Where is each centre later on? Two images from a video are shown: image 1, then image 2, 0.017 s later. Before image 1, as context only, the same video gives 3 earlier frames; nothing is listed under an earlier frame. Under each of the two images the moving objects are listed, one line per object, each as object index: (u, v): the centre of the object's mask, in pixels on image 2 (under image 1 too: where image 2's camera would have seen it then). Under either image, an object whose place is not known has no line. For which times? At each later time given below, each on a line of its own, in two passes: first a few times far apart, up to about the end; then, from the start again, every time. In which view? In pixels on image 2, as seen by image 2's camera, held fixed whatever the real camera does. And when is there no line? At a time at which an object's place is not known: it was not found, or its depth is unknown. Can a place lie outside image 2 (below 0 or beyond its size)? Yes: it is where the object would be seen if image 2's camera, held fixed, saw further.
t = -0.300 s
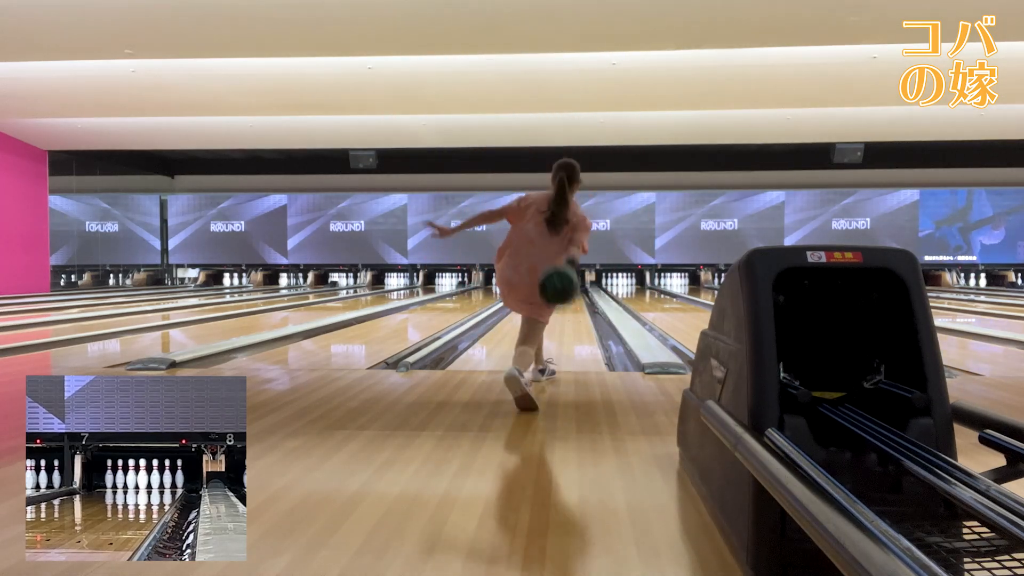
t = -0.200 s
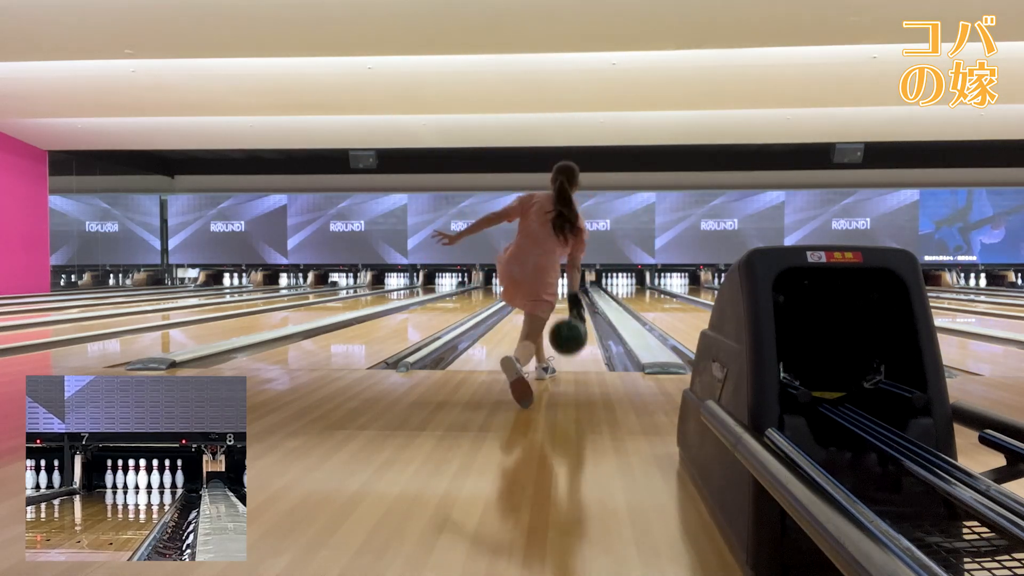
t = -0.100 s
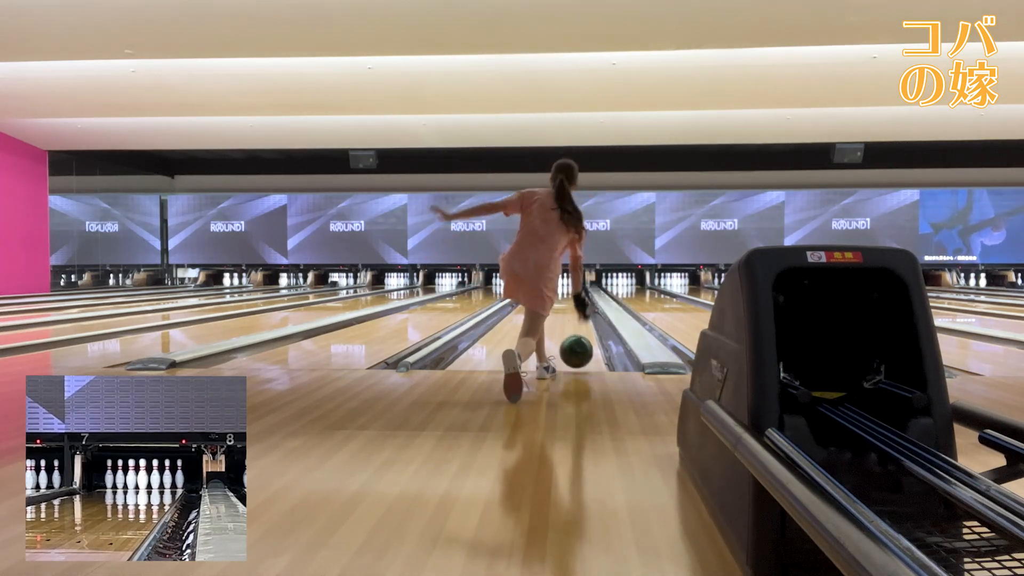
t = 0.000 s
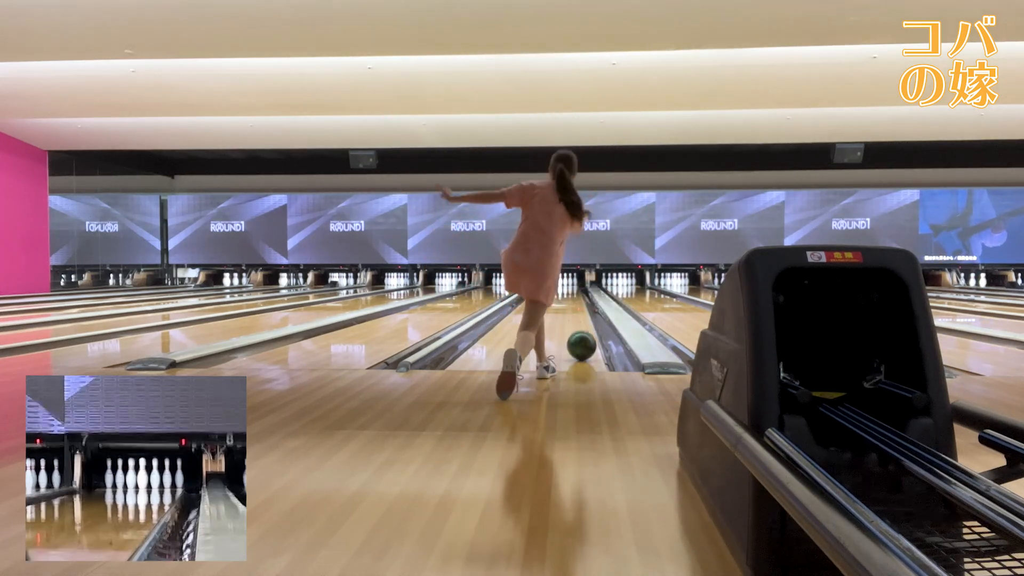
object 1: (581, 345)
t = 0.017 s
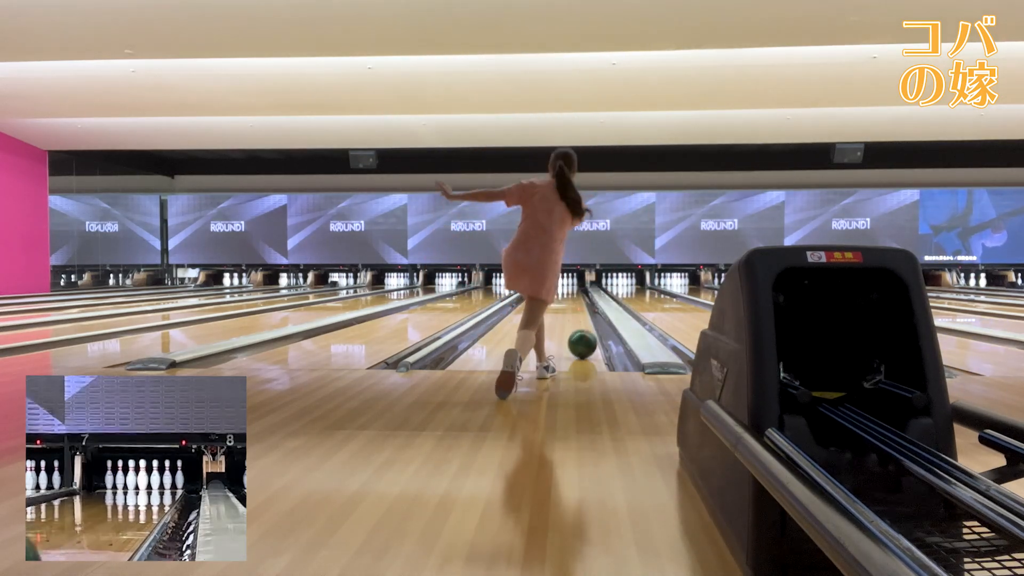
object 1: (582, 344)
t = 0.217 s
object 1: (589, 329)
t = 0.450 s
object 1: (592, 317)
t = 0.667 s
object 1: (598, 314)
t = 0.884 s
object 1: (594, 309)
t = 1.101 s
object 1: (592, 304)
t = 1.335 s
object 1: (589, 300)
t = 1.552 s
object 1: (588, 297)
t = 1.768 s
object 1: (589, 295)
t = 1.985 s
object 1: (586, 293)
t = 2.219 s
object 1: (585, 291)
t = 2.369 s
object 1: (586, 290)
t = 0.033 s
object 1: (583, 342)
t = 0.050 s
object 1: (584, 341)
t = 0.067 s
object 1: (584, 339)
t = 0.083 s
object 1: (585, 338)
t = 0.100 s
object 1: (585, 337)
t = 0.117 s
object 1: (585, 336)
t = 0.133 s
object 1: (586, 334)
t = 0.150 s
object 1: (587, 333)
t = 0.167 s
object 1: (587, 332)
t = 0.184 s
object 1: (588, 331)
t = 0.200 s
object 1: (588, 330)
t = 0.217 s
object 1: (589, 329)
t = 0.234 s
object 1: (589, 328)
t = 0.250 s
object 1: (589, 327)
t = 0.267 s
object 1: (590, 326)
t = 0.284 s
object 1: (590, 325)
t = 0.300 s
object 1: (590, 324)
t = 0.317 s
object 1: (591, 323)
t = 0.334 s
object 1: (591, 322)
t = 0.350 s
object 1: (591, 321)
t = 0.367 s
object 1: (591, 321)
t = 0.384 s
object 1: (592, 320)
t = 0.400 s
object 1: (592, 319)
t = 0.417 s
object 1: (592, 318)
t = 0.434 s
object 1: (592, 318)
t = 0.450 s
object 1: (592, 317)
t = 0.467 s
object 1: (593, 316)
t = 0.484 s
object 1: (593, 316)
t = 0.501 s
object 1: (593, 315)
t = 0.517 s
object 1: (593, 315)
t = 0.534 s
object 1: (594, 315)
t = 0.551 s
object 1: (594, 314)
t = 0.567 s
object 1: (595, 314)
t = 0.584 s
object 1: (595, 314)
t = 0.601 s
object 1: (596, 314)
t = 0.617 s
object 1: (596, 314)
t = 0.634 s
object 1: (597, 314)
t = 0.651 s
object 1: (598, 314)
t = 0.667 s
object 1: (598, 314)
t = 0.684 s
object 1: (597, 313)
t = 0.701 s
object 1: (596, 313)
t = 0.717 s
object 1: (596, 312)
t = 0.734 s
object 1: (595, 311)
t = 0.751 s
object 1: (595, 311)
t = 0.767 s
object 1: (595, 310)
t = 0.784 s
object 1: (595, 310)
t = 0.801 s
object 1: (595, 310)
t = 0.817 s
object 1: (595, 310)
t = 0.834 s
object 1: (595, 309)
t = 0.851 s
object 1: (595, 309)
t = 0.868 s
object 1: (595, 309)
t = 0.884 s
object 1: (594, 309)
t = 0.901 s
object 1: (594, 308)
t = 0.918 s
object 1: (594, 307)
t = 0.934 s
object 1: (594, 307)
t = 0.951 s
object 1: (594, 307)
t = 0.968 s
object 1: (594, 307)
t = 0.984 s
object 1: (594, 306)
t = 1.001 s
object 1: (593, 306)
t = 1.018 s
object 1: (593, 305)
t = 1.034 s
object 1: (593, 305)
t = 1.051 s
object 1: (592, 305)
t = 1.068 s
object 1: (592, 305)
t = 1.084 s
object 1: (592, 304)
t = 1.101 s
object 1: (592, 304)
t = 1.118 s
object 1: (592, 304)
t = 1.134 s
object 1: (592, 303)
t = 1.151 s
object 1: (592, 304)
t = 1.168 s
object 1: (591, 303)
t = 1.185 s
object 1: (591, 303)
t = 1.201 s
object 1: (591, 302)
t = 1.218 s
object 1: (591, 302)
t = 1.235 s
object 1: (591, 302)
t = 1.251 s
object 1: (591, 302)
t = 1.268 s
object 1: (590, 301)
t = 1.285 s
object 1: (590, 301)
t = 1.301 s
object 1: (590, 300)
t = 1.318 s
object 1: (590, 301)
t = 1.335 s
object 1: (589, 300)
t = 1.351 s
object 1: (590, 300)
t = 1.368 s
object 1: (590, 300)
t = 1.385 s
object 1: (589, 299)
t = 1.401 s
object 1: (589, 299)
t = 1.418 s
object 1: (589, 299)
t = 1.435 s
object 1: (589, 299)
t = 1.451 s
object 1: (589, 298)
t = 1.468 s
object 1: (589, 298)
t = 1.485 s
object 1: (589, 298)
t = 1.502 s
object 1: (589, 298)
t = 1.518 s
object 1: (588, 298)
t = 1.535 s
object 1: (588, 297)
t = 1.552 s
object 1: (588, 297)
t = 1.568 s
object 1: (588, 297)
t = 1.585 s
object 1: (588, 297)
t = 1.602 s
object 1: (588, 297)
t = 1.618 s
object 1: (588, 297)
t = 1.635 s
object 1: (588, 297)
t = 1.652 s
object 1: (588, 296)
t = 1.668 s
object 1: (588, 296)
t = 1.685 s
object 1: (588, 296)
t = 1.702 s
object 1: (588, 296)
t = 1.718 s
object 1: (588, 295)
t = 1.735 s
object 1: (588, 295)
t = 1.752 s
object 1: (589, 295)
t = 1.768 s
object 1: (589, 295)
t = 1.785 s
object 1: (589, 295)
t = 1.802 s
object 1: (589, 295)
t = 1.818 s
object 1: (588, 295)
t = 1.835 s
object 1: (588, 295)
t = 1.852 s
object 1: (588, 295)
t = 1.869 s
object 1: (587, 294)
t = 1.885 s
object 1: (587, 294)
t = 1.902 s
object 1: (587, 294)
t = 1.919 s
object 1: (587, 294)
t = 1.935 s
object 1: (587, 293)
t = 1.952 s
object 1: (586, 293)
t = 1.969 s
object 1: (586, 293)
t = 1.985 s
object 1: (586, 293)
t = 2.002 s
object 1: (586, 293)
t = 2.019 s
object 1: (586, 293)
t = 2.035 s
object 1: (586, 293)
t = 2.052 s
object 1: (586, 293)
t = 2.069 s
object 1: (586, 292)
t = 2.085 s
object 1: (586, 292)
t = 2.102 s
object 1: (586, 292)
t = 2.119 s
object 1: (585, 292)
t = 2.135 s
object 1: (585, 291)
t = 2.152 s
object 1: (585, 291)
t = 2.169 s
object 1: (585, 291)
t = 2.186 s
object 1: (585, 291)
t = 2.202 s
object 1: (585, 291)
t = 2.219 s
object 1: (585, 291)
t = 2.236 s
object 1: (585, 291)
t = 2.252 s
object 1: (585, 291)
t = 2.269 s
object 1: (585, 291)
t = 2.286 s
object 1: (585, 290)
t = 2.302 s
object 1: (585, 290)
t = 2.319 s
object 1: (585, 290)
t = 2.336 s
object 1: (585, 291)
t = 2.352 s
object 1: (586, 291)
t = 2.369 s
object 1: (586, 290)
